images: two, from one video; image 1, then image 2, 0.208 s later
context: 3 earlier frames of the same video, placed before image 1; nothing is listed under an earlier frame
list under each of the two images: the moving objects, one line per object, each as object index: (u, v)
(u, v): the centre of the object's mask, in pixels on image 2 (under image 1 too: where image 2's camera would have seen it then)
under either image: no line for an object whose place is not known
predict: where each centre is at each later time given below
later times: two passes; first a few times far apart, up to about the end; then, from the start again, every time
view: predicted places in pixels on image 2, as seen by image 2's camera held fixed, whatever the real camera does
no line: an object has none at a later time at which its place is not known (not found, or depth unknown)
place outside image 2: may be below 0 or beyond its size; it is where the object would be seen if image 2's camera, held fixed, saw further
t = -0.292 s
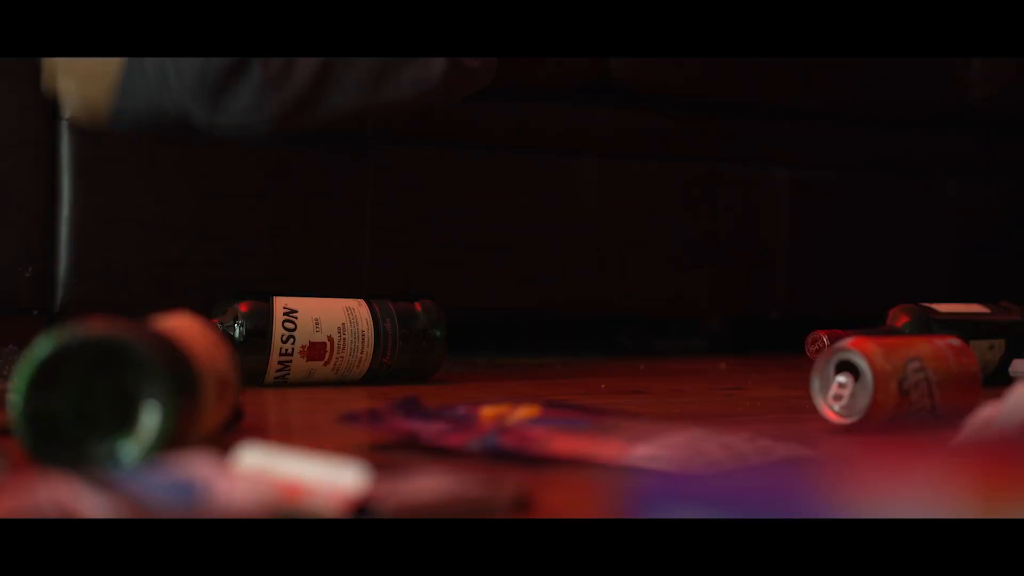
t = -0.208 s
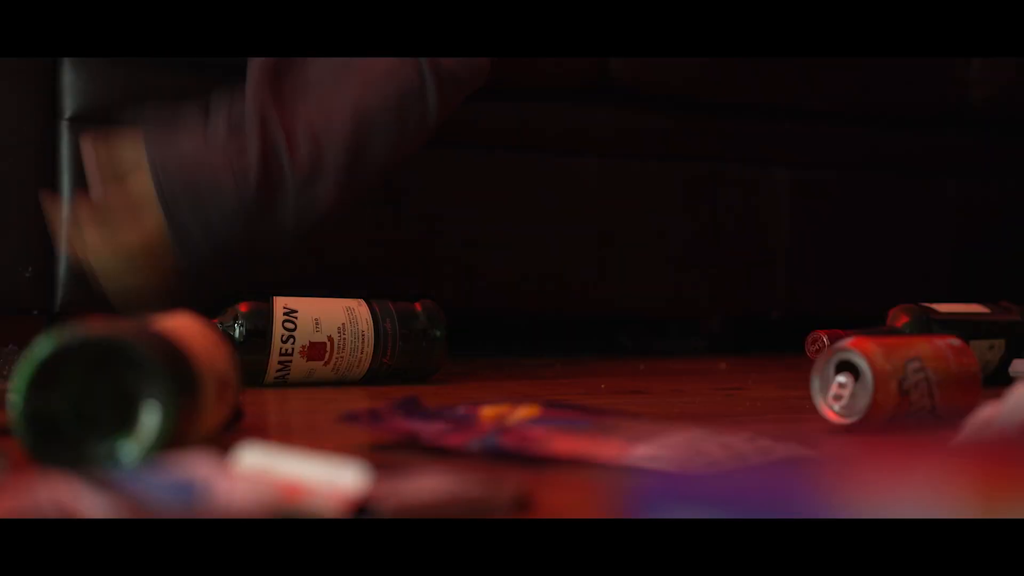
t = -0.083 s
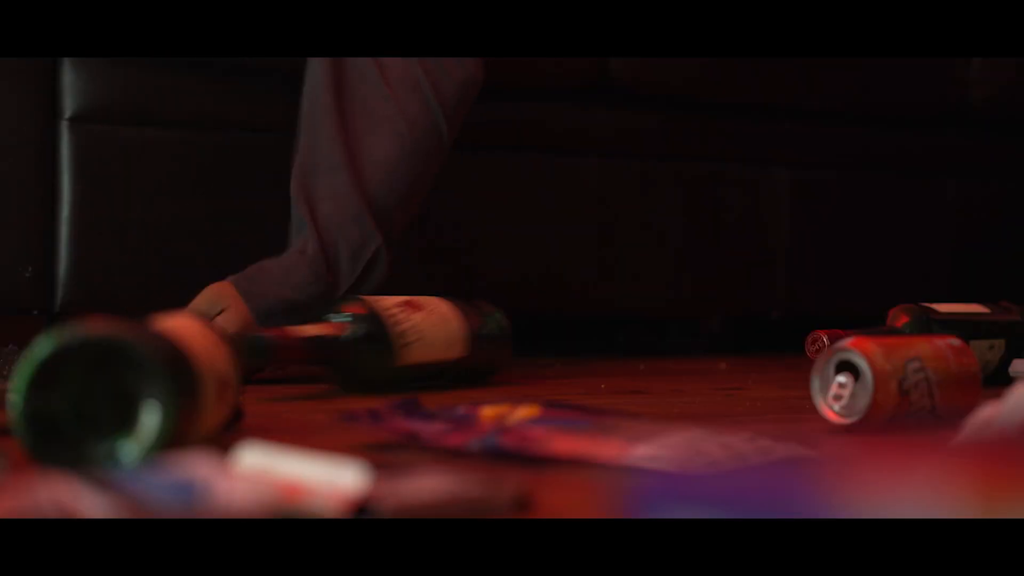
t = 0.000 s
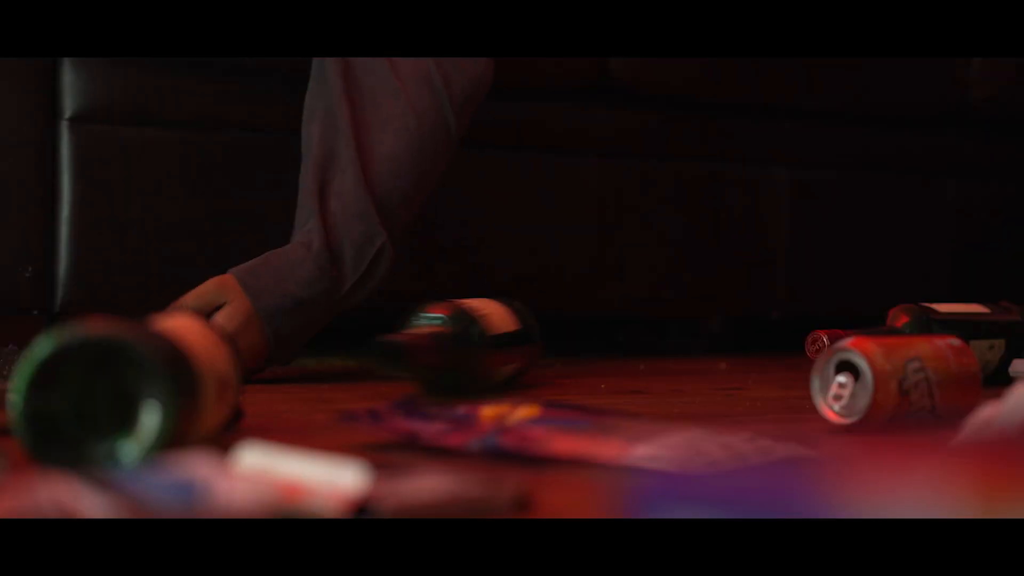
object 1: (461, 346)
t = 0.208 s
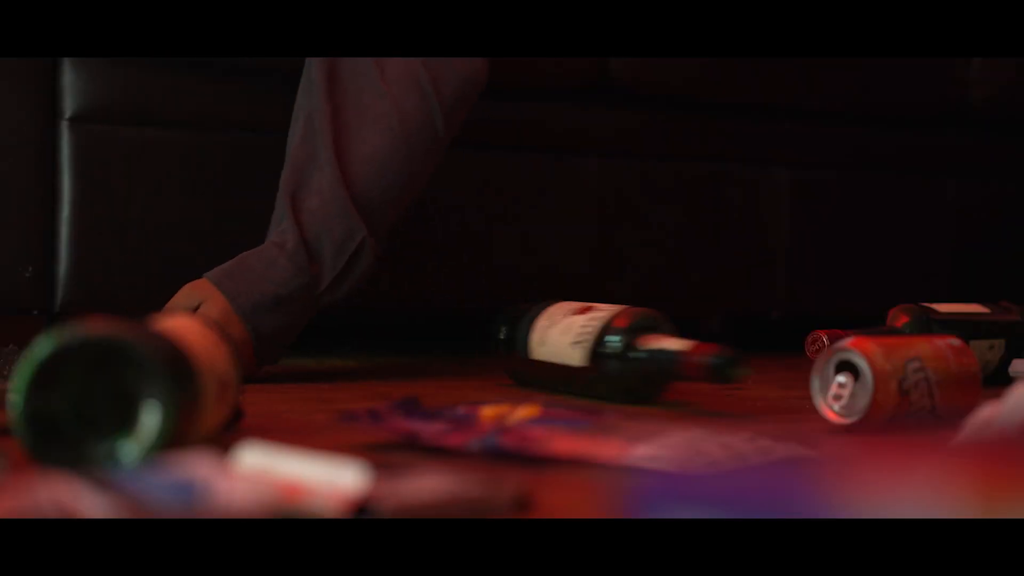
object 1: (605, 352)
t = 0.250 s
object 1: (629, 352)
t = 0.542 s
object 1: (684, 351)
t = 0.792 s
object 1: (697, 349)
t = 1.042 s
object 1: (706, 347)
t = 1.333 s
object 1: (707, 347)
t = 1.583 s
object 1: (705, 347)
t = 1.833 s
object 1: (699, 348)
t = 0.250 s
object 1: (629, 352)
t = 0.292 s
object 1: (646, 352)
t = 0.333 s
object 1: (653, 352)
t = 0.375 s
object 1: (660, 352)
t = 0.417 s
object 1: (667, 352)
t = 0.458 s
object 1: (673, 351)
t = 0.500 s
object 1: (680, 351)
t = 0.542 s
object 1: (684, 351)
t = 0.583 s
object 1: (686, 350)
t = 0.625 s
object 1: (689, 350)
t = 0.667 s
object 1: (692, 350)
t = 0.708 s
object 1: (693, 350)
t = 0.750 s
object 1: (695, 350)
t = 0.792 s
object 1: (697, 349)
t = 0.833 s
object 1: (698, 348)
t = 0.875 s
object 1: (699, 348)
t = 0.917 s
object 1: (699, 348)
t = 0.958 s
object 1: (701, 348)
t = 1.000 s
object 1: (702, 347)
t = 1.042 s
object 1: (706, 347)
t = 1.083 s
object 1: (704, 347)
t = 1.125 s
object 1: (707, 347)
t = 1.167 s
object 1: (706, 347)
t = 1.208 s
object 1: (706, 347)
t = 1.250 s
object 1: (706, 347)
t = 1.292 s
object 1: (706, 347)
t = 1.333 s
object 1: (707, 347)
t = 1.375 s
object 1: (706, 347)
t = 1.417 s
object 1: (707, 346)
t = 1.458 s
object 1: (705, 347)
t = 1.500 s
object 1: (705, 347)
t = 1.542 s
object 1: (707, 347)
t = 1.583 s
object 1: (705, 347)
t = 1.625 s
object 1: (704, 347)
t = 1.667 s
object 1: (703, 348)
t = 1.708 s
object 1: (702, 348)
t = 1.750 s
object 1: (704, 348)
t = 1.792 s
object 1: (700, 348)
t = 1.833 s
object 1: (699, 348)
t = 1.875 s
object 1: (698, 348)
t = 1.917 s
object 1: (697, 348)
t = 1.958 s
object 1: (696, 349)
